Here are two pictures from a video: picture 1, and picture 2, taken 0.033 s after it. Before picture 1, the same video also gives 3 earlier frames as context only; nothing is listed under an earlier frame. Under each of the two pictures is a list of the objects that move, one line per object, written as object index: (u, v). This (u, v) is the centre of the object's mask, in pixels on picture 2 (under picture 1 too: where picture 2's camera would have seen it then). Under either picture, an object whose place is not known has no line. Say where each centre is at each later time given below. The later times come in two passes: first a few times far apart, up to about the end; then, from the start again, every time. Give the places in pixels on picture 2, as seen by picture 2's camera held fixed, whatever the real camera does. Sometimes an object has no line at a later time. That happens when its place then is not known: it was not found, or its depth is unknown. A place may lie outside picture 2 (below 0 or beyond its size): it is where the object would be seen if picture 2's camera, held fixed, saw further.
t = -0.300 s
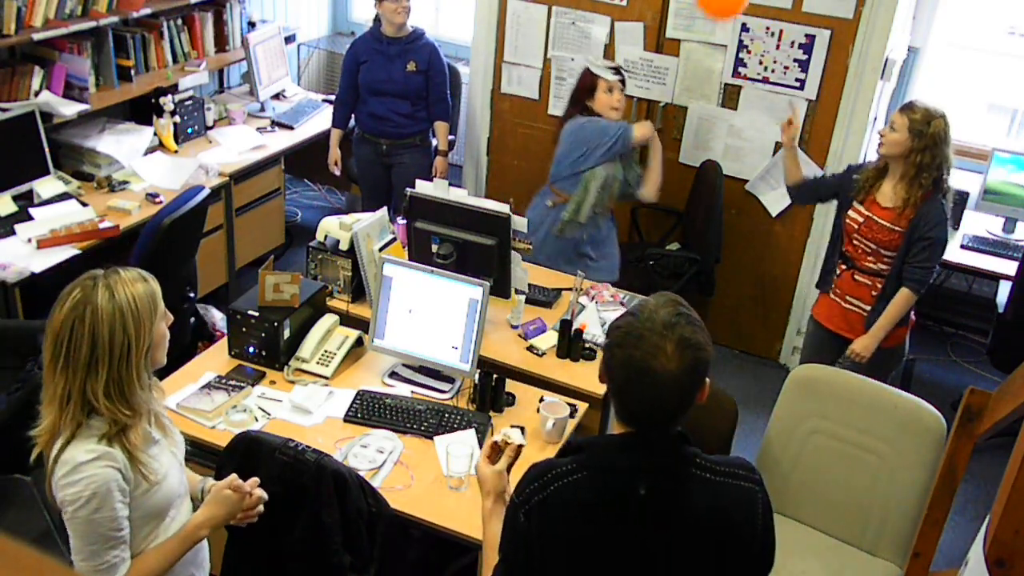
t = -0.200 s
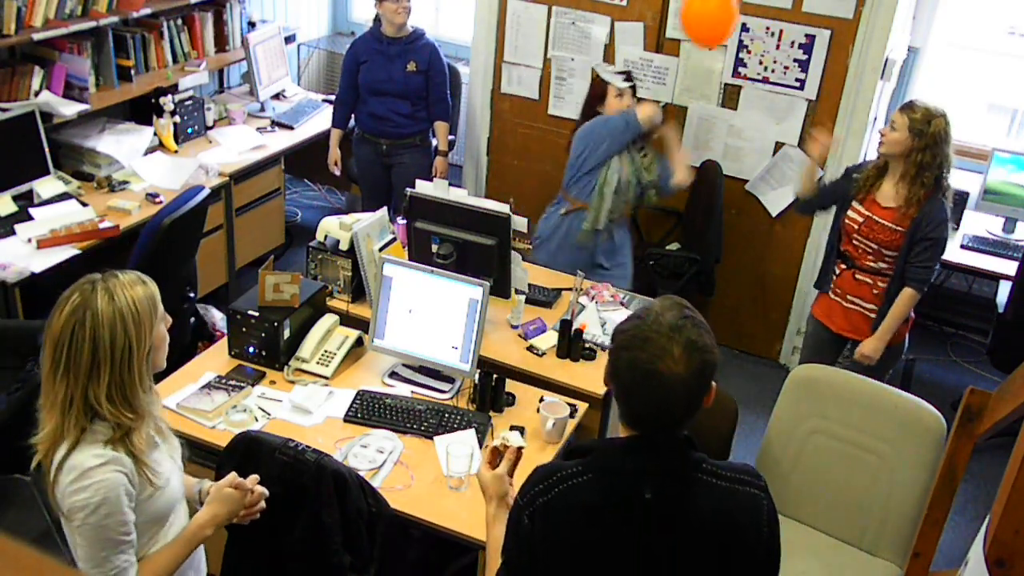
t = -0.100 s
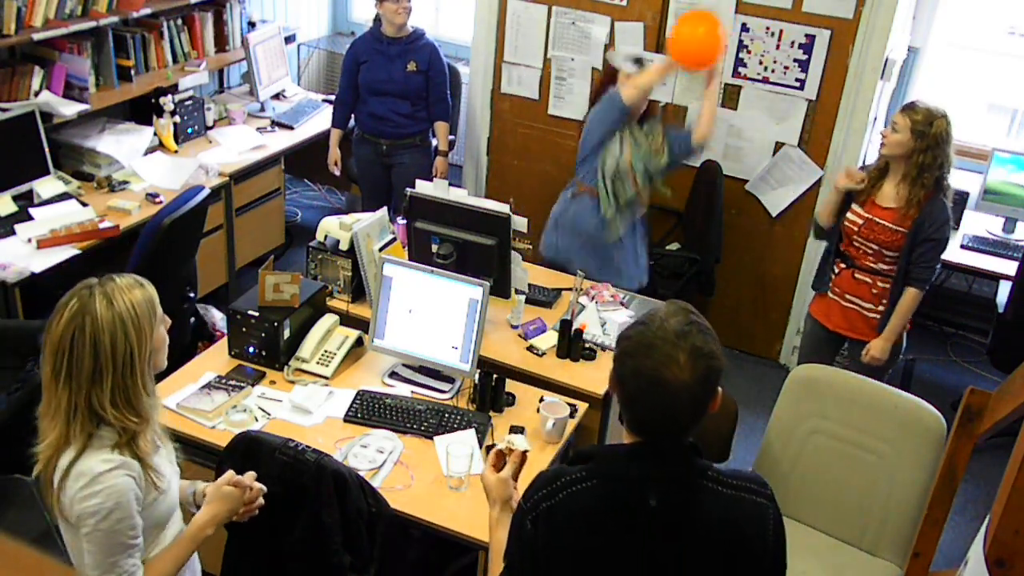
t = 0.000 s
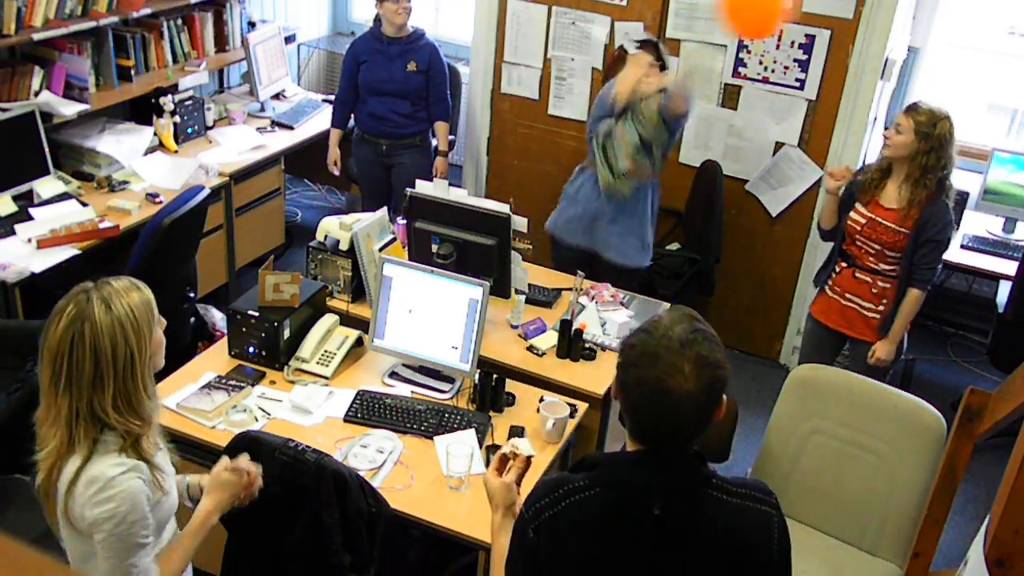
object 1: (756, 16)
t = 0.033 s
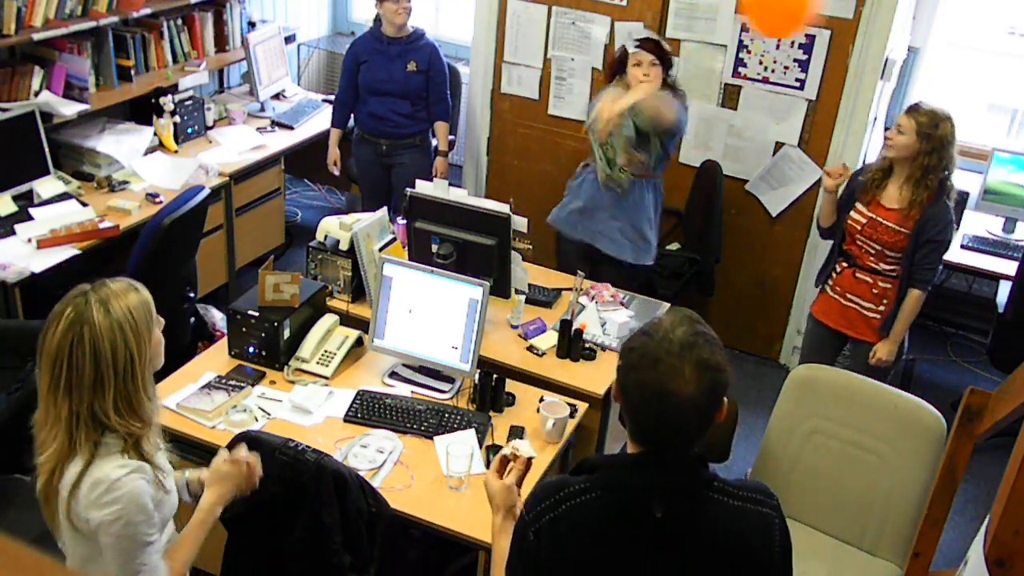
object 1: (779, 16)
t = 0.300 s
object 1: (859, 48)
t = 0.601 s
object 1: (800, 121)
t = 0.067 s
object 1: (800, 18)
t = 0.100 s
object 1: (823, 23)
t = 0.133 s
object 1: (839, 27)
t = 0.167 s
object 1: (848, 32)
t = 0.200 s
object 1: (859, 36)
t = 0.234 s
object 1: (864, 40)
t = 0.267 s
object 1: (863, 43)
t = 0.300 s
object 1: (859, 48)
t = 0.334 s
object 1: (853, 52)
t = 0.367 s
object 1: (848, 58)
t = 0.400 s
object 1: (842, 66)
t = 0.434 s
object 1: (835, 74)
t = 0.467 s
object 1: (829, 82)
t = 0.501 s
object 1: (822, 91)
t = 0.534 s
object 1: (814, 100)
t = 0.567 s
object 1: (807, 110)
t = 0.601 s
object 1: (800, 121)
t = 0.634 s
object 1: (793, 132)
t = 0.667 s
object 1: (787, 144)
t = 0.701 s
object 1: (779, 158)
